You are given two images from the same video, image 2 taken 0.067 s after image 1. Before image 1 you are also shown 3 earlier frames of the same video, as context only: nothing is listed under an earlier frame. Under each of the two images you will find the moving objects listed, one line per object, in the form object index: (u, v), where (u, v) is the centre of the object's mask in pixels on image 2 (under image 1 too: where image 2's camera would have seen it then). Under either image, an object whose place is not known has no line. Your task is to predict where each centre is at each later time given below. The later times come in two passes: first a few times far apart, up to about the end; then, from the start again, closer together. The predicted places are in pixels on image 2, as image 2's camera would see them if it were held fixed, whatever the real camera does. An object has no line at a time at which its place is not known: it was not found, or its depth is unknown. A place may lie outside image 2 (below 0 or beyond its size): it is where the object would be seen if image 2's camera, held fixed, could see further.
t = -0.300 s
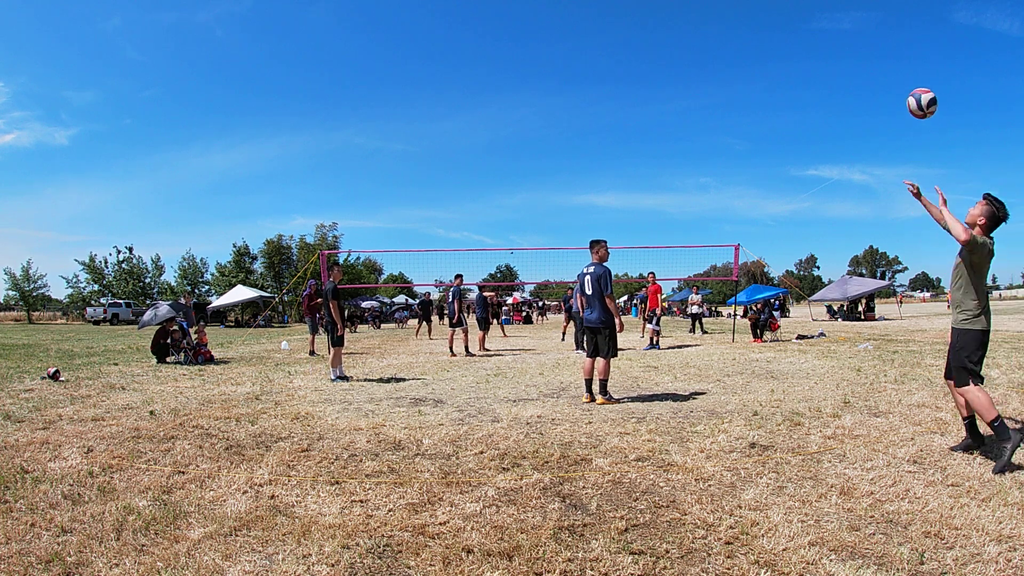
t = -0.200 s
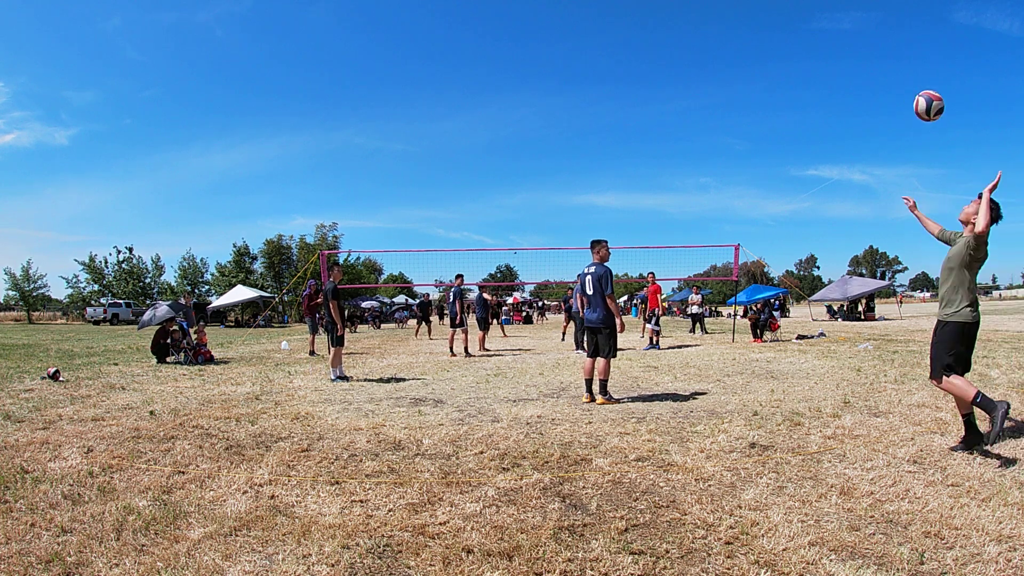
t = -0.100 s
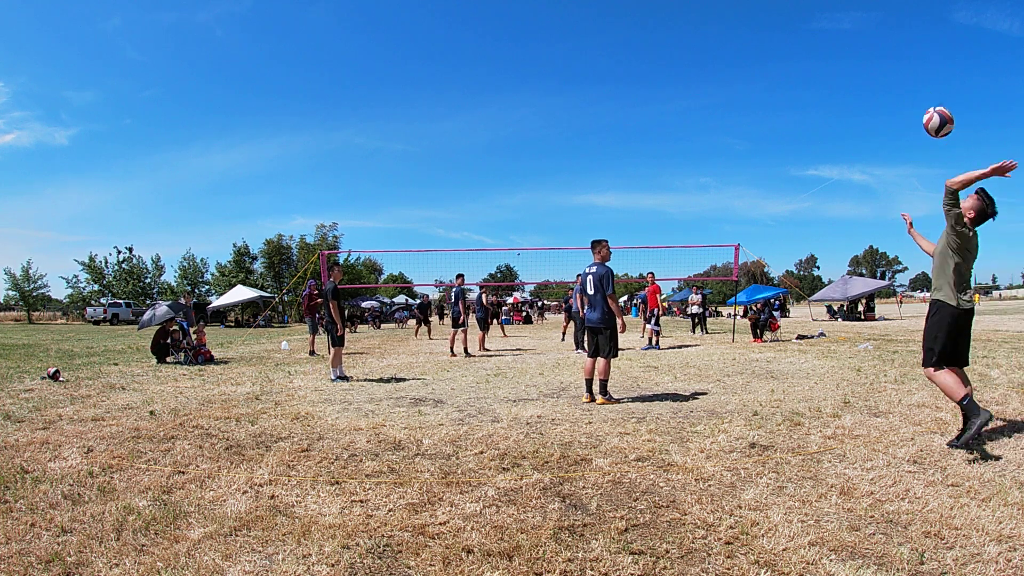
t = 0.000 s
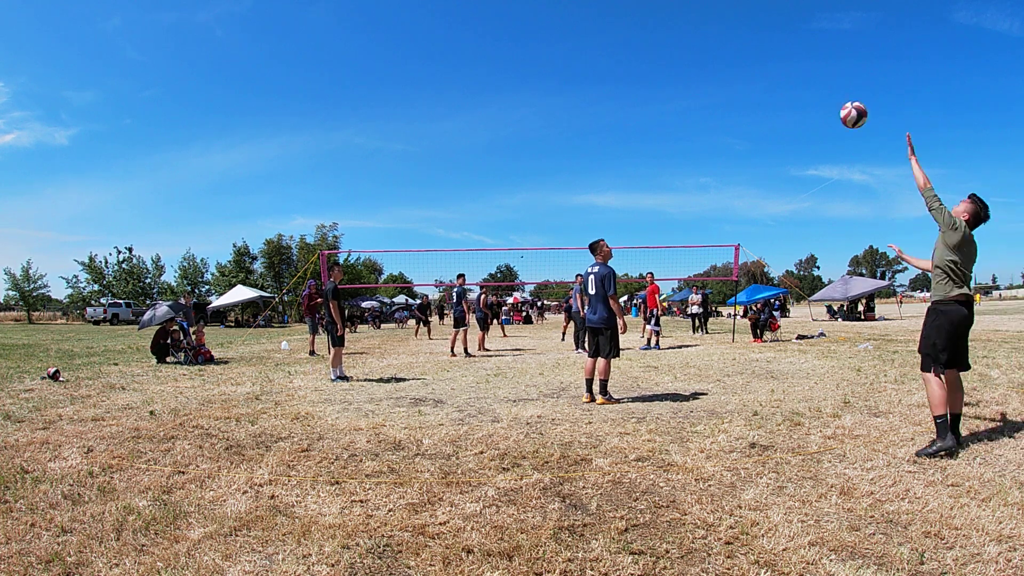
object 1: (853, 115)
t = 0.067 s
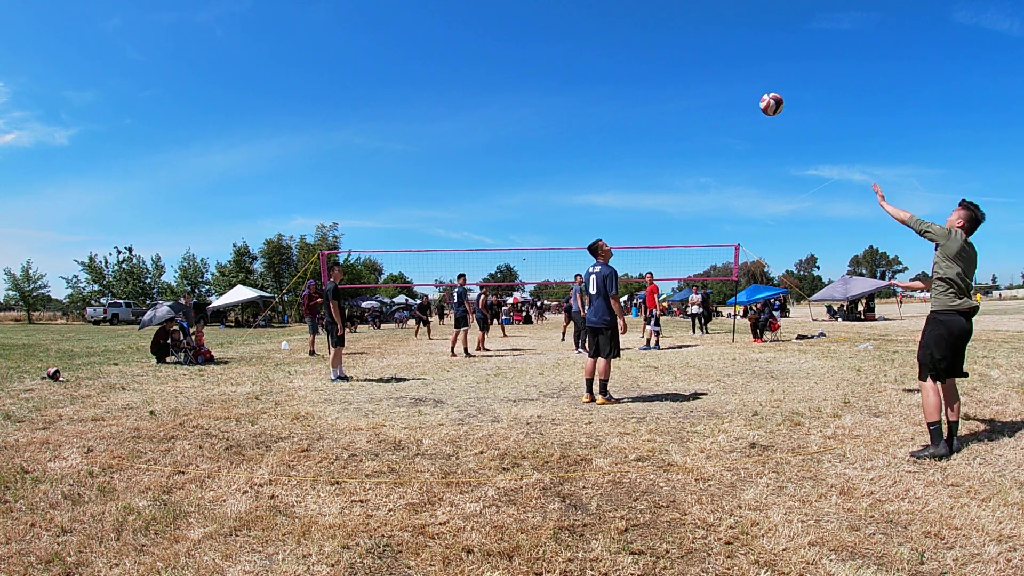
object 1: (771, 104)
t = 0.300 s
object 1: (606, 116)
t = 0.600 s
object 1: (513, 167)
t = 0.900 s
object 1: (465, 224)
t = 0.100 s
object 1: (738, 102)
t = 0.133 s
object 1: (709, 102)
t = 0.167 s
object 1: (683, 103)
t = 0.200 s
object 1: (661, 105)
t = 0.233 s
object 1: (641, 108)
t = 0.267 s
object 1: (623, 112)
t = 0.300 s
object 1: (606, 116)
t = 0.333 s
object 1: (592, 121)
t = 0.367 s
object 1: (578, 126)
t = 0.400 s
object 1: (566, 132)
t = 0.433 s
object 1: (555, 137)
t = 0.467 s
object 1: (545, 143)
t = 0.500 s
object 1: (536, 149)
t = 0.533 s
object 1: (528, 155)
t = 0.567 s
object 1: (520, 161)
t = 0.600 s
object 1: (513, 167)
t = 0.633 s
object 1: (506, 173)
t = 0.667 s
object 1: (500, 179)
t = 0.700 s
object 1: (494, 185)
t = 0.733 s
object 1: (489, 191)
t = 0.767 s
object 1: (484, 198)
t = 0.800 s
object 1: (479, 204)
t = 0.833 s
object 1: (474, 211)
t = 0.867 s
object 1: (469, 217)
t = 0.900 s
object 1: (465, 224)
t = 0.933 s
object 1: (461, 230)
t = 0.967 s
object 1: (457, 237)
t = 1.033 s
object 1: (449, 252)
